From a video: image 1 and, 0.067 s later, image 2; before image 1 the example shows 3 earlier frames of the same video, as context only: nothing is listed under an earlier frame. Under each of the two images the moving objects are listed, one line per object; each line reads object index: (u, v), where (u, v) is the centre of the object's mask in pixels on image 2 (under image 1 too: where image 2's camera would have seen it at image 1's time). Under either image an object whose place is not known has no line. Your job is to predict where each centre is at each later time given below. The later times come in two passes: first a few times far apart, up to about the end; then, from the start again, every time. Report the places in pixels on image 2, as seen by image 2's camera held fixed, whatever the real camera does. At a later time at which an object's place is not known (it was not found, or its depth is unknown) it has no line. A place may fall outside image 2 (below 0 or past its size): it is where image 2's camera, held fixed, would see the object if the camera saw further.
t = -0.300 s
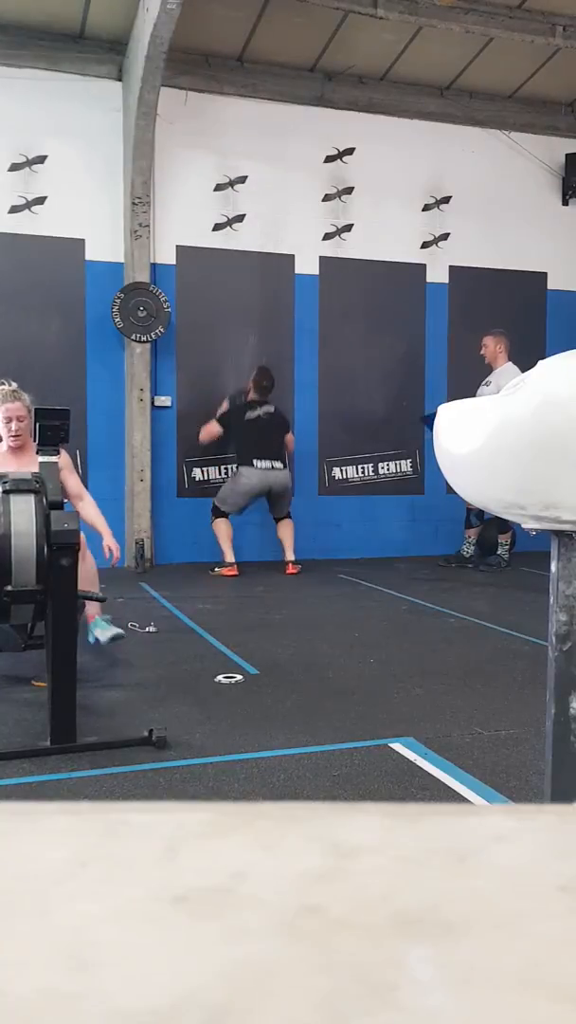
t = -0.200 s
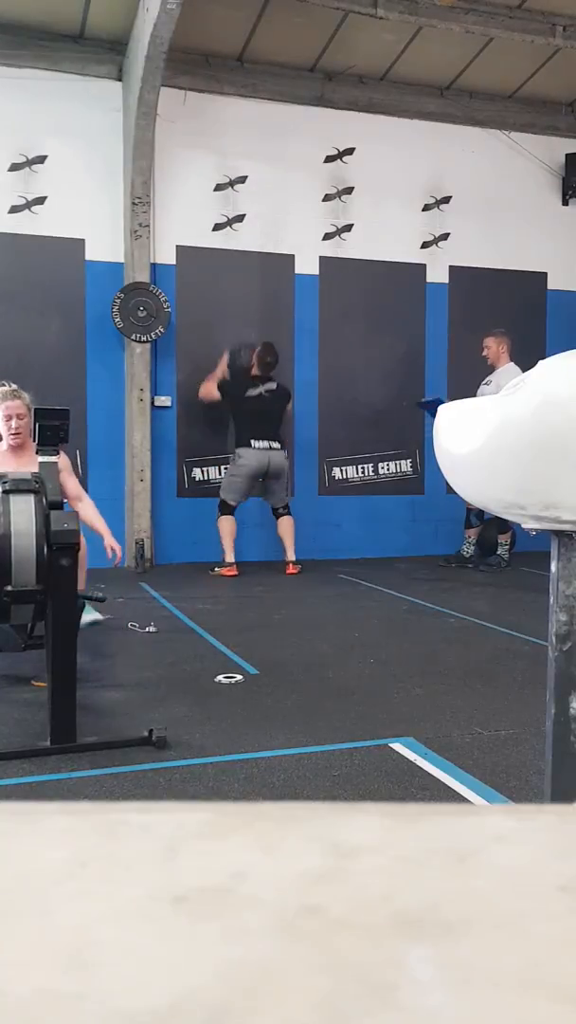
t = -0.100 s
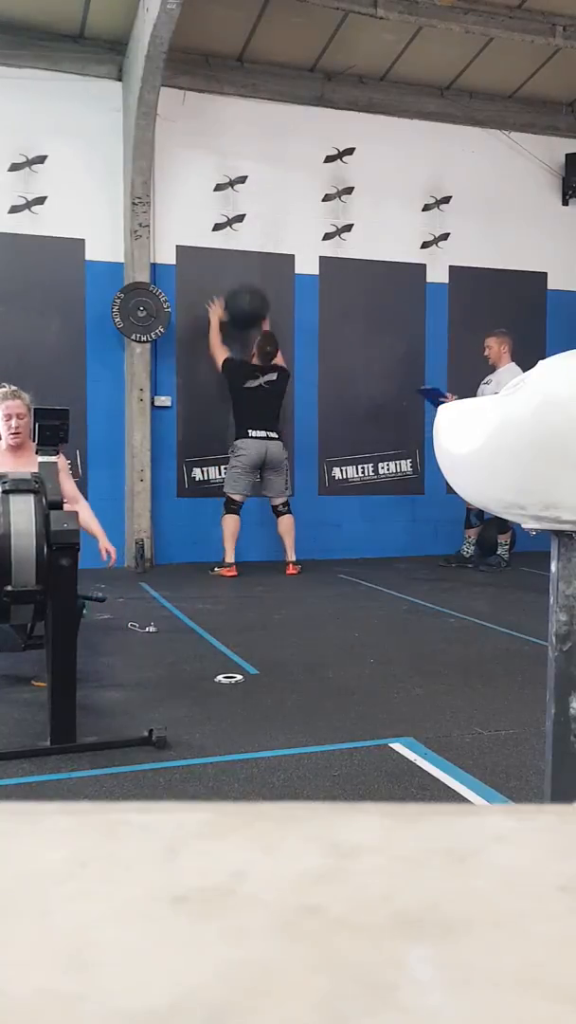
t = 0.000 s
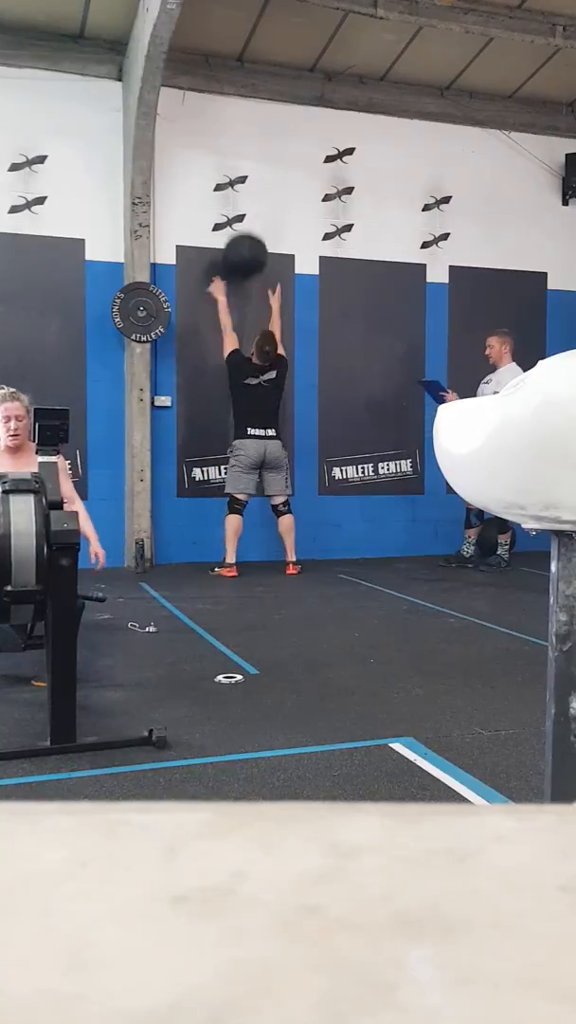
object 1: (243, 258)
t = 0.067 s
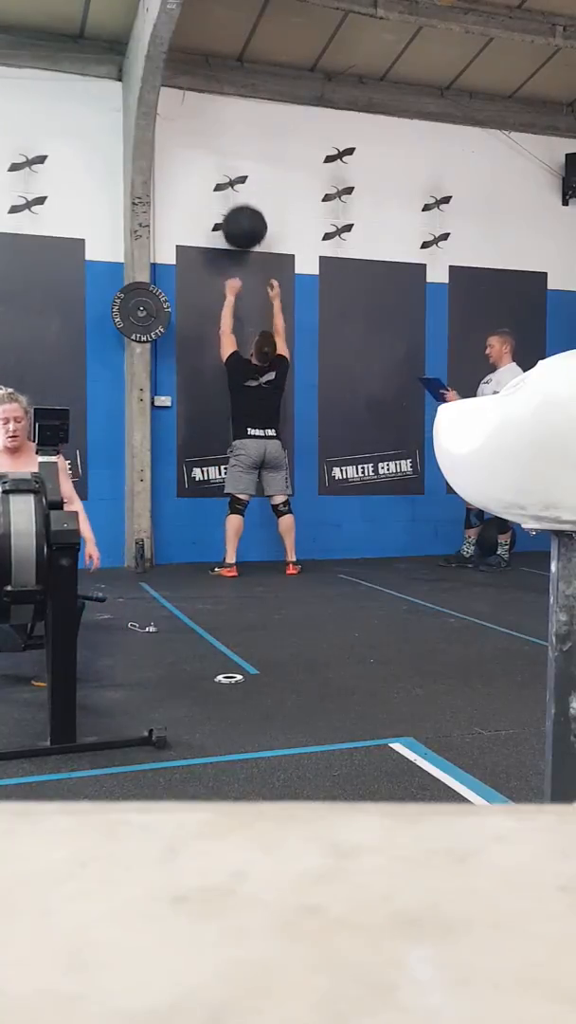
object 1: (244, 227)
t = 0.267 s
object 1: (241, 181)
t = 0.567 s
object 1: (243, 197)
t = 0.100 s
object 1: (243, 216)
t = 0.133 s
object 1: (243, 206)
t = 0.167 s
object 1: (242, 197)
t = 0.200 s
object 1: (242, 190)
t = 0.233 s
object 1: (241, 185)
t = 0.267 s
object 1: (241, 181)
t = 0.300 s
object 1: (240, 178)
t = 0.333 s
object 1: (240, 177)
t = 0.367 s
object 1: (241, 176)
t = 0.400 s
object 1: (241, 176)
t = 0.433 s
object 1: (241, 177)
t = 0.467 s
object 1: (242, 180)
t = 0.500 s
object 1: (242, 184)
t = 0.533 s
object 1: (243, 190)
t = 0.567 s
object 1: (243, 197)
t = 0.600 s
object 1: (244, 206)
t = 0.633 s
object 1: (244, 216)
